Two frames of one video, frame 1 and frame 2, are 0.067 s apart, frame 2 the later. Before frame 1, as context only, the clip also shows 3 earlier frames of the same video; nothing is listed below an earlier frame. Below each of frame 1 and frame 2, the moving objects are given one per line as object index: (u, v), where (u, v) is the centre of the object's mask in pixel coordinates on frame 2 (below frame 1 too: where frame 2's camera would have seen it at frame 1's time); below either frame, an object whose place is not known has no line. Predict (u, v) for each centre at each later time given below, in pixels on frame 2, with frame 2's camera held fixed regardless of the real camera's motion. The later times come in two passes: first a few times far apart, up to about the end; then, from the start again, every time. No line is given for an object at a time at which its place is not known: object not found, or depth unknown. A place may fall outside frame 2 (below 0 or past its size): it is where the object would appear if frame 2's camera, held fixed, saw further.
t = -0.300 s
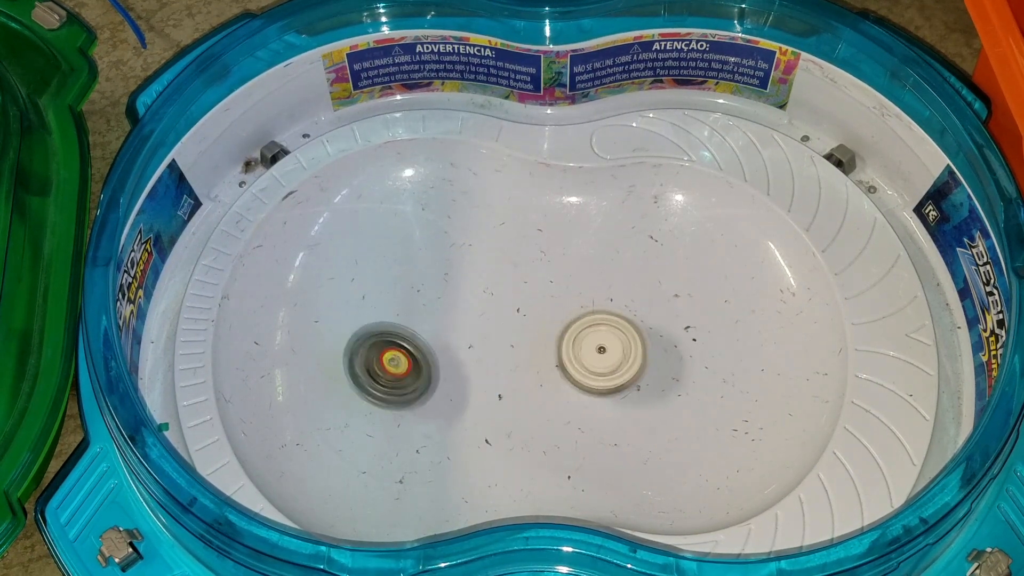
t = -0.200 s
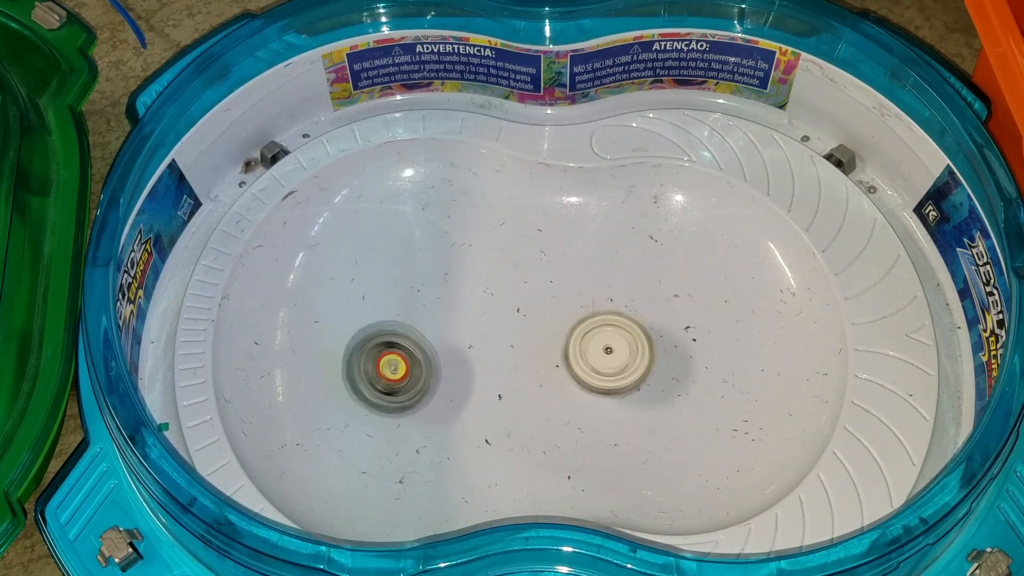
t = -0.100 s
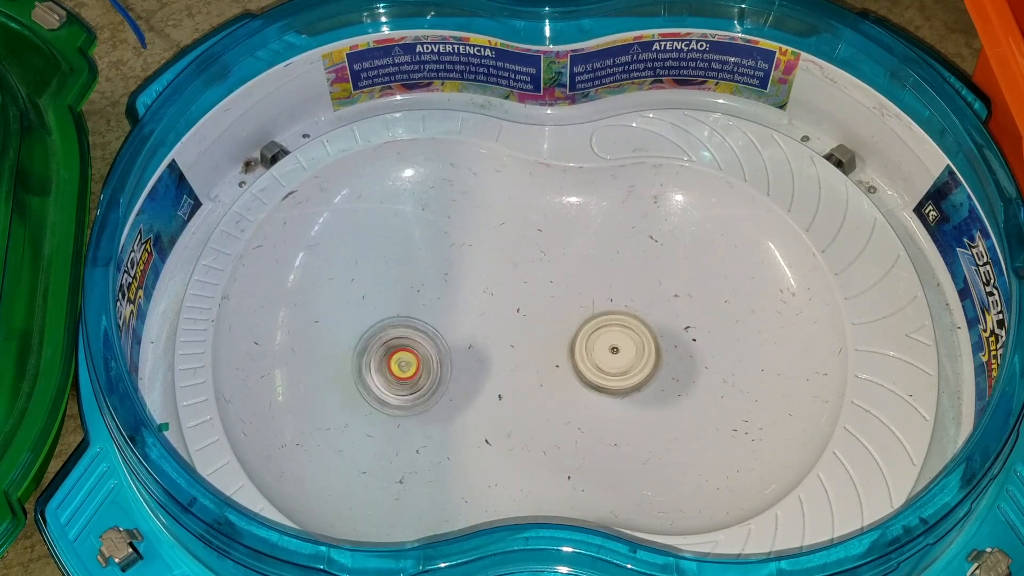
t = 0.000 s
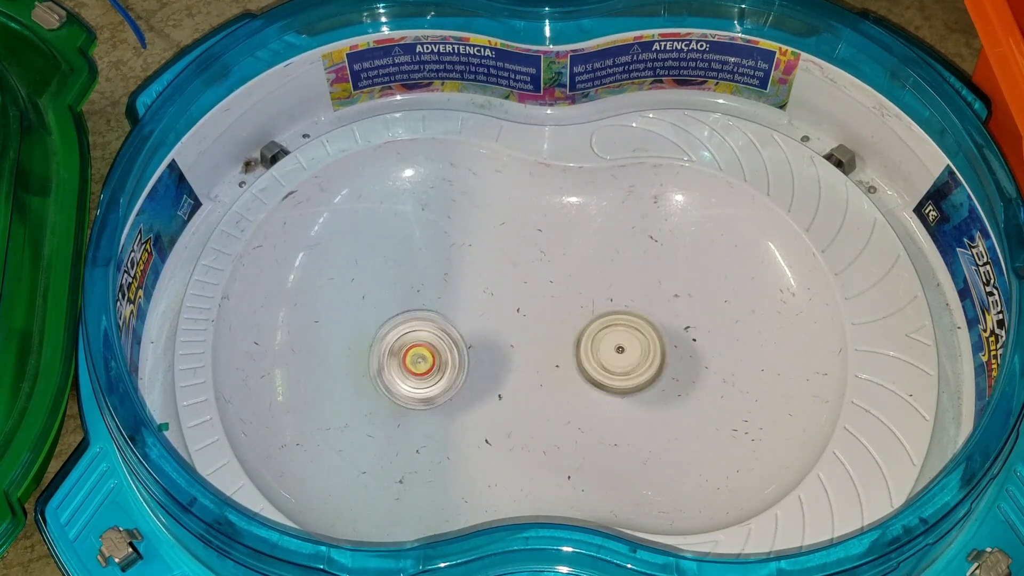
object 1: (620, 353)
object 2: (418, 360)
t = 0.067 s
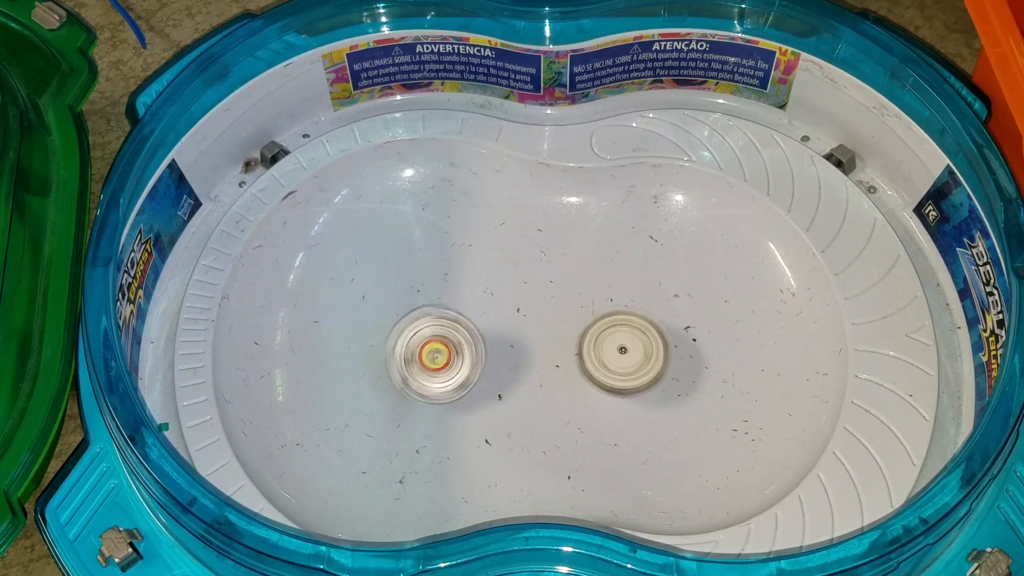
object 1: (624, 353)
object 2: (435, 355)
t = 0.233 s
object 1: (626, 351)
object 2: (470, 350)
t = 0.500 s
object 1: (614, 346)
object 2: (497, 363)
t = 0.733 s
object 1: (592, 345)
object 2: (503, 366)
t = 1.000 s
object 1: (728, 380)
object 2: (395, 312)
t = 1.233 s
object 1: (760, 341)
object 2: (388, 293)
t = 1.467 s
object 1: (700, 335)
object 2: (433, 317)
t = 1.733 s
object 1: (626, 371)
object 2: (448, 389)
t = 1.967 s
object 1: (564, 373)
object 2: (423, 383)
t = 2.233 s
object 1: (514, 363)
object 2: (419, 304)
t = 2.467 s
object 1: (484, 359)
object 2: (474, 275)
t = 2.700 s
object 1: (475, 368)
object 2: (527, 281)
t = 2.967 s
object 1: (432, 375)
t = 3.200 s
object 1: (404, 366)
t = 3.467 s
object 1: (396, 357)
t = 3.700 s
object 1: (412, 341)
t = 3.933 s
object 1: (409, 315)
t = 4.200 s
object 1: (426, 308)
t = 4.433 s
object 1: (446, 317)
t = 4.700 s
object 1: (432, 326)
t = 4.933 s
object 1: (418, 344)
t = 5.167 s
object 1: (419, 362)
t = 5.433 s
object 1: (429, 361)
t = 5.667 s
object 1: (433, 351)
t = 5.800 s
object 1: (432, 344)
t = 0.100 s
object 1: (625, 353)
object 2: (444, 352)
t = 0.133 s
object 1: (626, 353)
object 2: (452, 351)
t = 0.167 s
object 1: (626, 353)
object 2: (459, 350)
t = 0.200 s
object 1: (627, 352)
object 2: (465, 351)
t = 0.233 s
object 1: (626, 351)
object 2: (470, 350)
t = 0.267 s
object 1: (626, 351)
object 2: (475, 353)
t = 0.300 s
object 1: (626, 349)
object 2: (478, 351)
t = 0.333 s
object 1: (625, 348)
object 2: (483, 353)
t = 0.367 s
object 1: (624, 348)
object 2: (485, 354)
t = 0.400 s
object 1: (622, 347)
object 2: (490, 355)
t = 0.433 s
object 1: (619, 346)
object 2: (490, 358)
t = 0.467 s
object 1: (616, 346)
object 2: (495, 359)
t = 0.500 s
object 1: (614, 346)
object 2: (497, 363)
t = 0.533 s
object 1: (611, 345)
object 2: (500, 364)
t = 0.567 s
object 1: (608, 345)
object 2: (502, 366)
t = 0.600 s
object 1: (605, 344)
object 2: (501, 367)
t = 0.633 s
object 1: (601, 344)
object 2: (504, 368)
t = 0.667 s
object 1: (598, 344)
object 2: (503, 368)
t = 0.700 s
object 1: (595, 344)
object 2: (504, 367)
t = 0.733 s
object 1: (592, 345)
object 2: (503, 366)
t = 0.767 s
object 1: (607, 351)
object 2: (491, 357)
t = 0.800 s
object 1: (636, 365)
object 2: (472, 349)
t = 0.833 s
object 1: (656, 372)
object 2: (457, 343)
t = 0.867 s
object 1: (676, 377)
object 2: (440, 337)
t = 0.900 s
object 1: (692, 379)
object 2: (427, 332)
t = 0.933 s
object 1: (705, 380)
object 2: (413, 326)
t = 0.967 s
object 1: (717, 381)
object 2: (402, 319)
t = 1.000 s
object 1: (728, 380)
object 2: (395, 312)
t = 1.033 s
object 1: (738, 377)
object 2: (390, 306)
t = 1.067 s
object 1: (748, 373)
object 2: (388, 302)
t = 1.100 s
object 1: (755, 368)
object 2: (386, 298)
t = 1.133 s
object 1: (760, 361)
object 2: (388, 295)
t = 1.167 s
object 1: (763, 355)
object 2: (389, 295)
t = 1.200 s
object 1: (763, 348)
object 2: (388, 295)
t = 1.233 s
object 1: (760, 341)
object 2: (388, 293)
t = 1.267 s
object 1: (756, 336)
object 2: (391, 293)
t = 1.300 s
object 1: (749, 332)
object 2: (395, 296)
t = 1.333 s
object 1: (739, 329)
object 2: (401, 296)
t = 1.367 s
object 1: (730, 329)
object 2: (410, 296)
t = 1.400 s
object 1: (720, 330)
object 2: (418, 302)
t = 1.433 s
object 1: (710, 332)
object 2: (426, 310)
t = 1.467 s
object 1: (700, 335)
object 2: (433, 317)
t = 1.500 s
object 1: (690, 339)
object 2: (440, 325)
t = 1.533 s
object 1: (680, 343)
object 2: (447, 335)
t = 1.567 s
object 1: (671, 348)
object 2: (449, 348)
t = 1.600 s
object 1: (662, 354)
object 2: (451, 357)
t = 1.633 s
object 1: (653, 358)
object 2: (454, 366)
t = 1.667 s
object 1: (644, 364)
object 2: (454, 374)
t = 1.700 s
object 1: (635, 368)
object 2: (450, 383)
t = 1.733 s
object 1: (626, 371)
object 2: (448, 389)
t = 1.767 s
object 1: (617, 374)
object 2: (448, 392)
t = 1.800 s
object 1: (608, 376)
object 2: (448, 394)
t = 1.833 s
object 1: (599, 376)
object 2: (443, 394)
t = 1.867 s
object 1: (591, 377)
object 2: (441, 393)
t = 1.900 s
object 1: (581, 377)
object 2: (437, 390)
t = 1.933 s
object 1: (572, 375)
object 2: (430, 387)
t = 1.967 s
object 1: (564, 373)
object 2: (423, 383)
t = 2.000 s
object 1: (554, 370)
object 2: (423, 376)
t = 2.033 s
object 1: (545, 367)
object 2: (422, 369)
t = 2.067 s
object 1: (536, 364)
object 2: (419, 359)
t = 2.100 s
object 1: (527, 361)
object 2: (419, 351)
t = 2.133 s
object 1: (516, 356)
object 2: (424, 344)
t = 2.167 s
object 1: (512, 355)
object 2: (426, 337)
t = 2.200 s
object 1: (516, 360)
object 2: (421, 320)
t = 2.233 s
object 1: (514, 363)
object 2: (419, 304)
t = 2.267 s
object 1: (508, 362)
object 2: (421, 294)
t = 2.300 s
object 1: (503, 358)
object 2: (428, 287)
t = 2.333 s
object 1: (497, 354)
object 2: (436, 283)
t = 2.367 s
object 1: (493, 351)
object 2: (443, 282)
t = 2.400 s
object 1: (488, 348)
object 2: (448, 280)
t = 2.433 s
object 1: (485, 354)
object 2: (460, 275)
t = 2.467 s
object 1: (484, 359)
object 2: (474, 275)
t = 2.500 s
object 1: (482, 361)
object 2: (488, 274)
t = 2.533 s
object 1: (480, 364)
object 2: (500, 274)
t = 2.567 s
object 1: (480, 365)
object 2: (511, 274)
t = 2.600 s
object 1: (479, 366)
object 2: (518, 273)
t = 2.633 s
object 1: (478, 367)
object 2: (523, 273)
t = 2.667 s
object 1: (476, 368)
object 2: (525, 276)
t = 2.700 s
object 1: (475, 368)
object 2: (527, 281)
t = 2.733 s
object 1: (471, 368)
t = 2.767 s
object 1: (467, 368)
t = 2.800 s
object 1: (460, 370)
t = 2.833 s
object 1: (454, 373)
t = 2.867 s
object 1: (448, 373)
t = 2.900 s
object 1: (442, 374)
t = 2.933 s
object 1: (438, 374)
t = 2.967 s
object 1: (432, 375)
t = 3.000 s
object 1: (428, 374)
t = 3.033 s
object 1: (422, 371)
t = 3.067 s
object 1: (419, 369)
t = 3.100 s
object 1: (414, 367)
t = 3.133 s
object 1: (410, 367)
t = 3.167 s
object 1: (407, 366)
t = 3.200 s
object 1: (404, 366)
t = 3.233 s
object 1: (403, 366)
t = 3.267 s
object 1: (400, 365)
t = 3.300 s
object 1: (398, 365)
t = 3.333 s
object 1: (398, 363)
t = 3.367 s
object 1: (397, 363)
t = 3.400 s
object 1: (396, 360)
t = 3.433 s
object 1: (396, 360)
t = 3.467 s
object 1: (396, 357)
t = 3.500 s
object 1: (396, 356)
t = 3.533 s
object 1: (398, 354)
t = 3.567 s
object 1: (400, 351)
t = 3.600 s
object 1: (405, 348)
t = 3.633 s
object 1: (408, 345)
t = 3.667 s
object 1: (410, 344)
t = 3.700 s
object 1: (412, 341)
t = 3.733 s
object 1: (416, 339)
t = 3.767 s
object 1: (420, 335)
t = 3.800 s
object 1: (420, 330)
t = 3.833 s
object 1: (410, 324)
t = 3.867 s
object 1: (407, 320)
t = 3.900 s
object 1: (408, 316)
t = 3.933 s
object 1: (409, 315)
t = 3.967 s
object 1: (410, 312)
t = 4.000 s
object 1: (412, 312)
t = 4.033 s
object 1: (413, 310)
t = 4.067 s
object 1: (416, 309)
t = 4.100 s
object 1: (417, 308)
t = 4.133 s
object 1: (421, 308)
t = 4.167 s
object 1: (422, 308)
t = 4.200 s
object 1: (426, 308)
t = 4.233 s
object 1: (429, 309)
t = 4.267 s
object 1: (433, 308)
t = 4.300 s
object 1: (436, 310)
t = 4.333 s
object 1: (439, 311)
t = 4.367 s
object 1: (443, 315)
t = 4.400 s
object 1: (444, 315)
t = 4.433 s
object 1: (446, 317)
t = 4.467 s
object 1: (446, 318)
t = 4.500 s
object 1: (446, 319)
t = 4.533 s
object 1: (442, 319)
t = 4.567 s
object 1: (441, 321)
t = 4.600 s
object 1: (438, 322)
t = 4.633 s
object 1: (437, 322)
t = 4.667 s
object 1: (435, 325)
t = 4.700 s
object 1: (432, 326)
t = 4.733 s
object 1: (430, 329)
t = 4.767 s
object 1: (426, 331)
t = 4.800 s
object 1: (426, 333)
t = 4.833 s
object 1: (424, 335)
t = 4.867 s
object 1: (422, 337)
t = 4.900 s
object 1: (421, 341)
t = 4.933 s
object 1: (418, 344)
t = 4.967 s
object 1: (418, 348)
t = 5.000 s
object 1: (417, 351)
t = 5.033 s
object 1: (418, 352)
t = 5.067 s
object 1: (418, 356)
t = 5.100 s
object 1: (417, 358)
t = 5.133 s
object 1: (419, 360)
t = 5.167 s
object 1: (419, 362)
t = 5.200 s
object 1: (421, 362)
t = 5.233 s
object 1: (422, 364)
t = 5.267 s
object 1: (422, 363)
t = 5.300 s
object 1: (424, 364)
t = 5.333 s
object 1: (425, 364)
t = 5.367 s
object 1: (426, 363)
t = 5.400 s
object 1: (428, 363)
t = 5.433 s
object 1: (429, 361)
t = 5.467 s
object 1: (431, 360)
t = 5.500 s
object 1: (431, 360)
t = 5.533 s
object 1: (432, 358)
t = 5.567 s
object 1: (433, 357)
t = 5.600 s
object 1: (432, 354)
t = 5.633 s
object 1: (433, 353)
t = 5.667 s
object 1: (433, 351)
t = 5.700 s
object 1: (434, 348)
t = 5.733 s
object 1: (434, 347)
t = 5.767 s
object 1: (432, 344)
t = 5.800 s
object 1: (432, 344)
